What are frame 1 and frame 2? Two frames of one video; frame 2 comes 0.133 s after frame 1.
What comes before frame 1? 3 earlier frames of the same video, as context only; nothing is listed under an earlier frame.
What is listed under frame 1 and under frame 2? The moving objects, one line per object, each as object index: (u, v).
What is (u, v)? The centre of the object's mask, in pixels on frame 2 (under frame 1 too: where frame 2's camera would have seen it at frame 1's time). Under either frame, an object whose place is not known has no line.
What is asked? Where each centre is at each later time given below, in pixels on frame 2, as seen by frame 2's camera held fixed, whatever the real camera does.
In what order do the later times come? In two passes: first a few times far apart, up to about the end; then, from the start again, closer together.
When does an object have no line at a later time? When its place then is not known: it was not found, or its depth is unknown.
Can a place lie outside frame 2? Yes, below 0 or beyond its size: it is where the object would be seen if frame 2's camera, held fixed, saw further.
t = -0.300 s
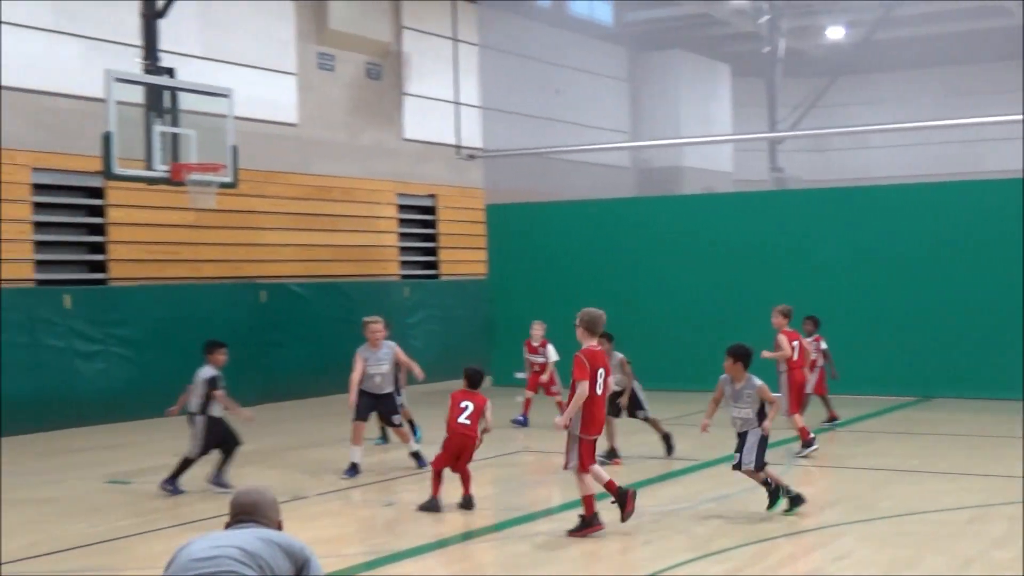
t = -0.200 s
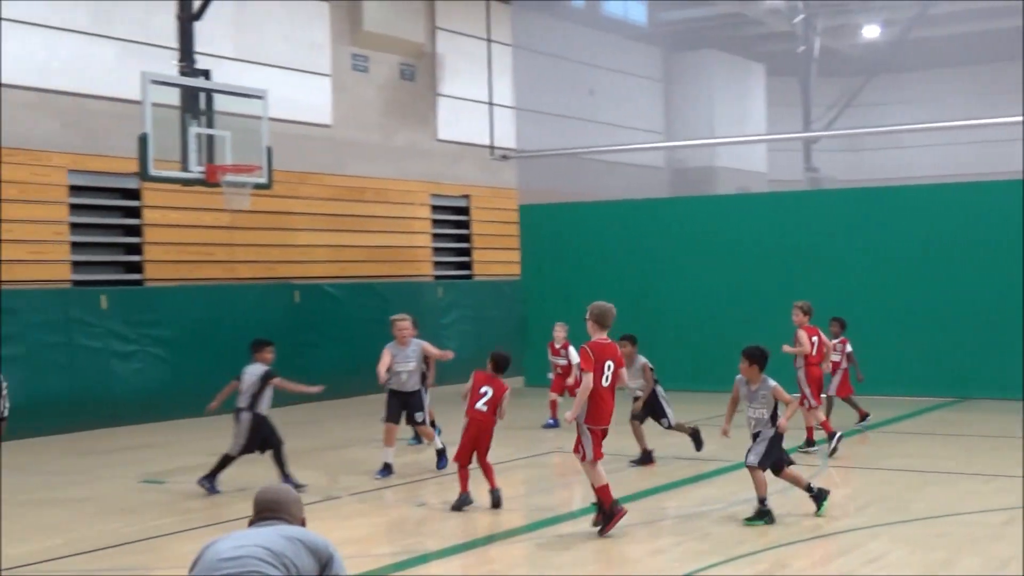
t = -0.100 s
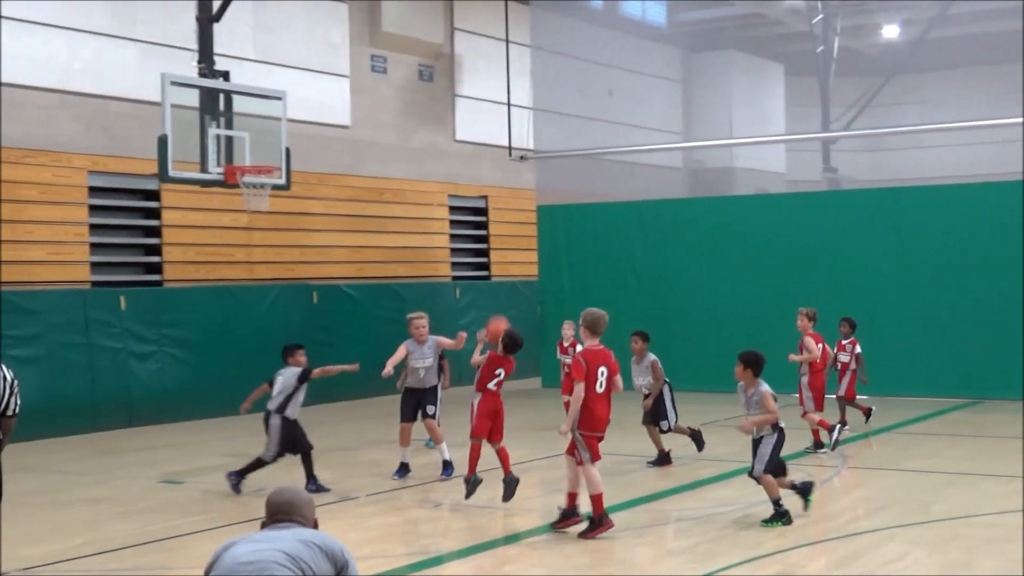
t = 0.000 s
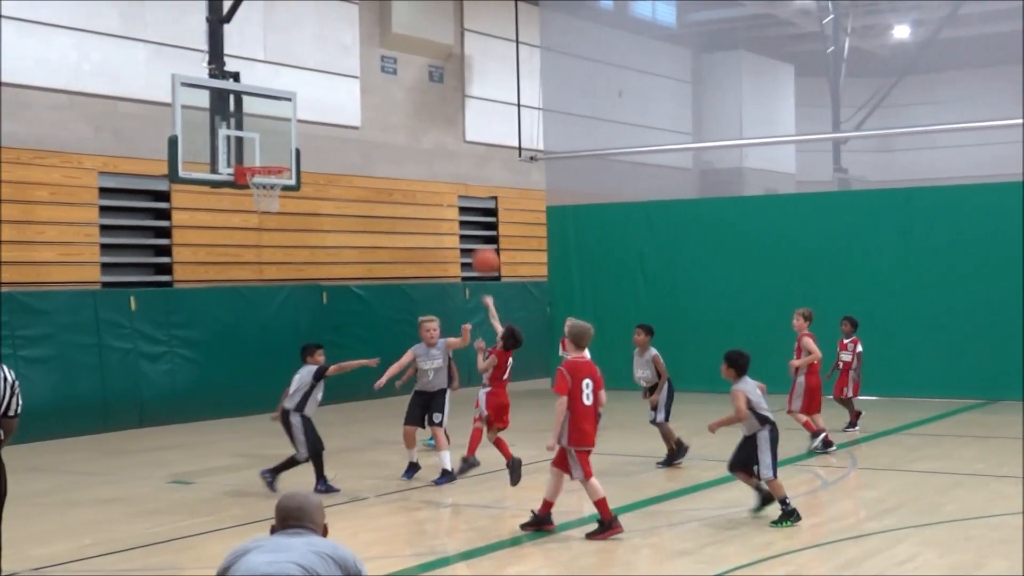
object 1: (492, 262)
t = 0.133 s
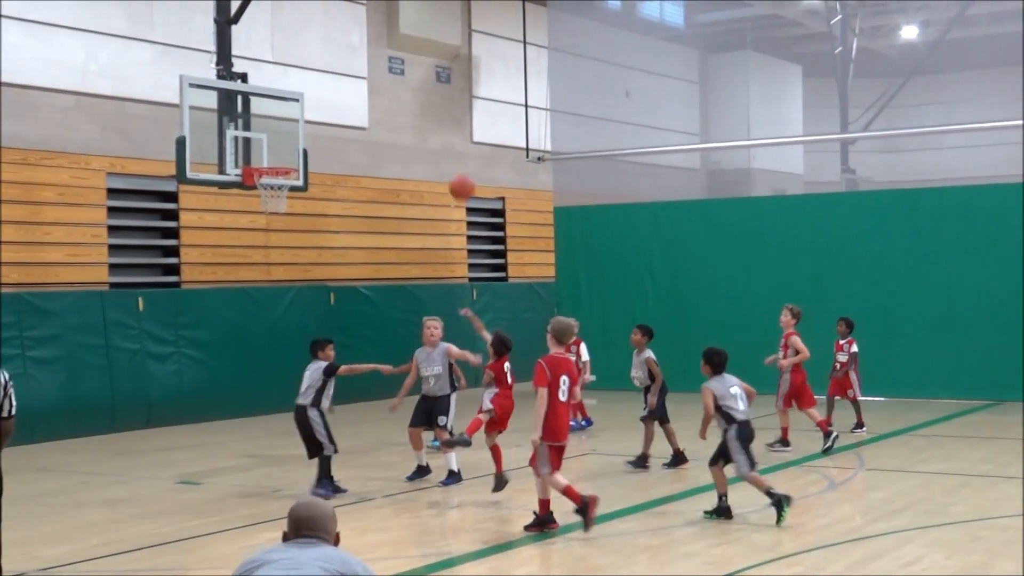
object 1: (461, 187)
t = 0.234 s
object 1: (441, 148)
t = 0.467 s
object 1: (398, 101)
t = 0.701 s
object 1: (362, 112)
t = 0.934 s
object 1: (329, 170)
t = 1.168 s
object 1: (303, 270)
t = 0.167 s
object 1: (454, 173)
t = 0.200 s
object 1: (447, 159)
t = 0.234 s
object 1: (441, 148)
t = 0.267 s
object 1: (434, 137)
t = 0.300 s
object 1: (428, 128)
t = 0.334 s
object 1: (422, 120)
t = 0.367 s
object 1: (416, 114)
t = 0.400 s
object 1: (409, 109)
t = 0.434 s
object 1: (404, 104)
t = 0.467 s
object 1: (398, 101)
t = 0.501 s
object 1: (393, 100)
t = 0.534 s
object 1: (387, 99)
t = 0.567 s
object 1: (381, 99)
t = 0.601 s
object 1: (377, 101)
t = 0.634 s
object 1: (372, 104)
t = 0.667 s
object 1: (367, 107)
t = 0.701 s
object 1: (362, 112)
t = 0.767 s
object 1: (352, 124)
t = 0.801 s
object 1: (347, 132)
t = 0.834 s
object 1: (342, 140)
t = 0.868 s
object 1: (338, 149)
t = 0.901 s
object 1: (334, 160)
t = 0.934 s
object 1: (329, 170)
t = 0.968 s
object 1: (325, 182)
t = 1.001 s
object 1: (321, 194)
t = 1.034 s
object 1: (317, 208)
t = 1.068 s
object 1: (313, 222)
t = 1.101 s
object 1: (310, 237)
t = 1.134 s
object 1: (306, 253)
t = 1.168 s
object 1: (303, 270)
